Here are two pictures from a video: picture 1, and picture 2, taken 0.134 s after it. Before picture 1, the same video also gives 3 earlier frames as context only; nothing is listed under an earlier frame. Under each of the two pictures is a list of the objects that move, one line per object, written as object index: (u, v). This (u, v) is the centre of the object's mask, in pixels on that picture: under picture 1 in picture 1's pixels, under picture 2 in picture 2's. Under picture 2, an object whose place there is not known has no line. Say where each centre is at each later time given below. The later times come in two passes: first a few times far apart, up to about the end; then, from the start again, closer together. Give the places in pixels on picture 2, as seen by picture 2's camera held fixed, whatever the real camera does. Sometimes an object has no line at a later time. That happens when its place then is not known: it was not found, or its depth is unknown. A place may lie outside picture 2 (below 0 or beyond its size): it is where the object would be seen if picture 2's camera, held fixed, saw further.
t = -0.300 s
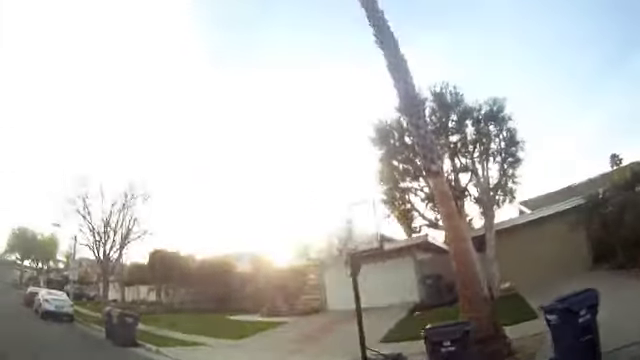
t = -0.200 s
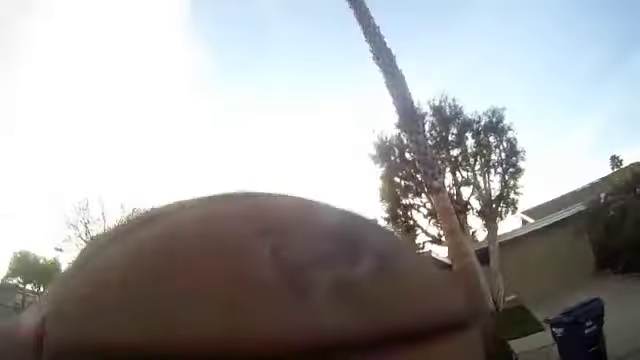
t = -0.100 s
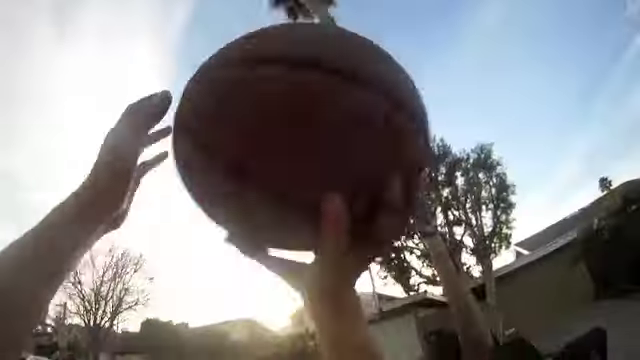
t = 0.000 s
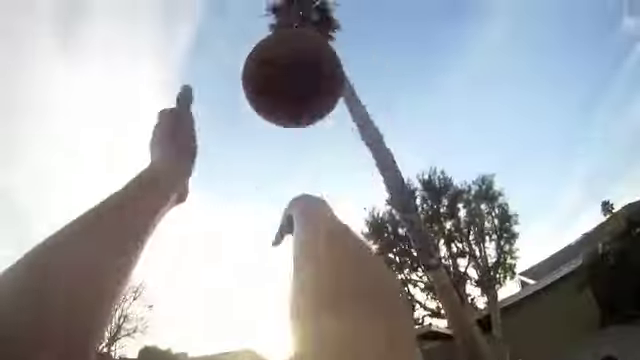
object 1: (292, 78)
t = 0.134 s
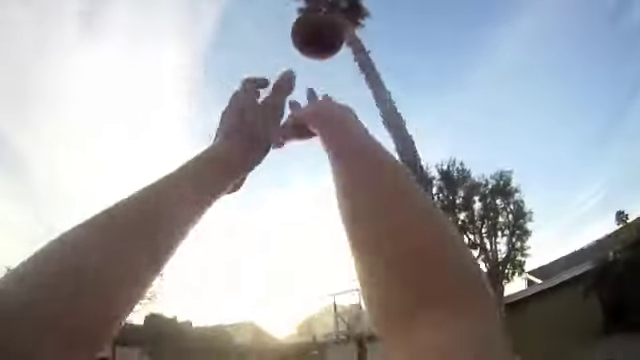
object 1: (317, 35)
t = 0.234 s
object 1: (319, 28)
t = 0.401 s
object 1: (317, 36)
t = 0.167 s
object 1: (317, 30)
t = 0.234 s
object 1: (319, 28)
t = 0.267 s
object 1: (319, 27)
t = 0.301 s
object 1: (319, 34)
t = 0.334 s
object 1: (317, 34)
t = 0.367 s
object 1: (319, 30)
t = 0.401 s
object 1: (317, 36)
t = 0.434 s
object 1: (319, 53)
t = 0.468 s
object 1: (322, 49)
